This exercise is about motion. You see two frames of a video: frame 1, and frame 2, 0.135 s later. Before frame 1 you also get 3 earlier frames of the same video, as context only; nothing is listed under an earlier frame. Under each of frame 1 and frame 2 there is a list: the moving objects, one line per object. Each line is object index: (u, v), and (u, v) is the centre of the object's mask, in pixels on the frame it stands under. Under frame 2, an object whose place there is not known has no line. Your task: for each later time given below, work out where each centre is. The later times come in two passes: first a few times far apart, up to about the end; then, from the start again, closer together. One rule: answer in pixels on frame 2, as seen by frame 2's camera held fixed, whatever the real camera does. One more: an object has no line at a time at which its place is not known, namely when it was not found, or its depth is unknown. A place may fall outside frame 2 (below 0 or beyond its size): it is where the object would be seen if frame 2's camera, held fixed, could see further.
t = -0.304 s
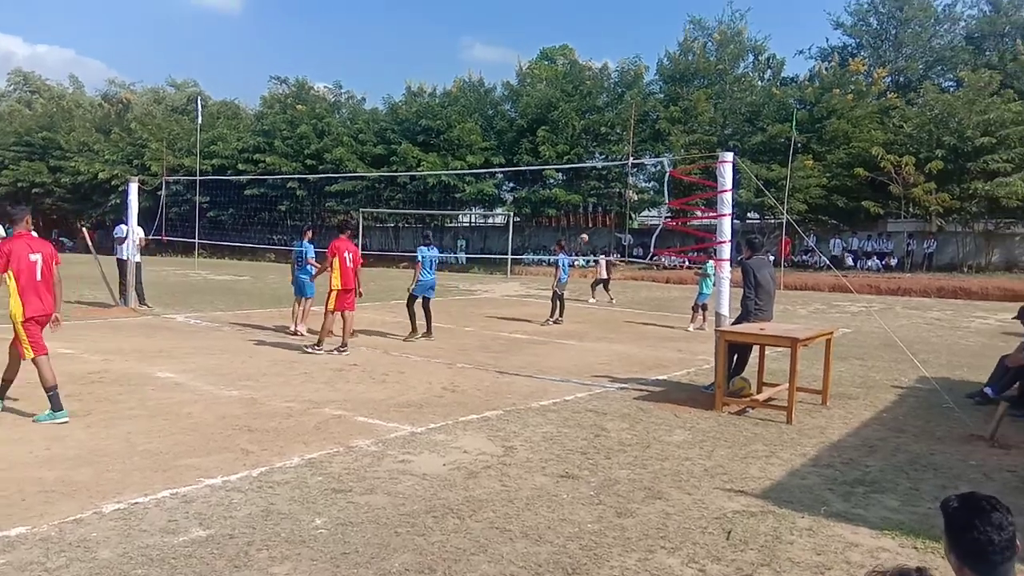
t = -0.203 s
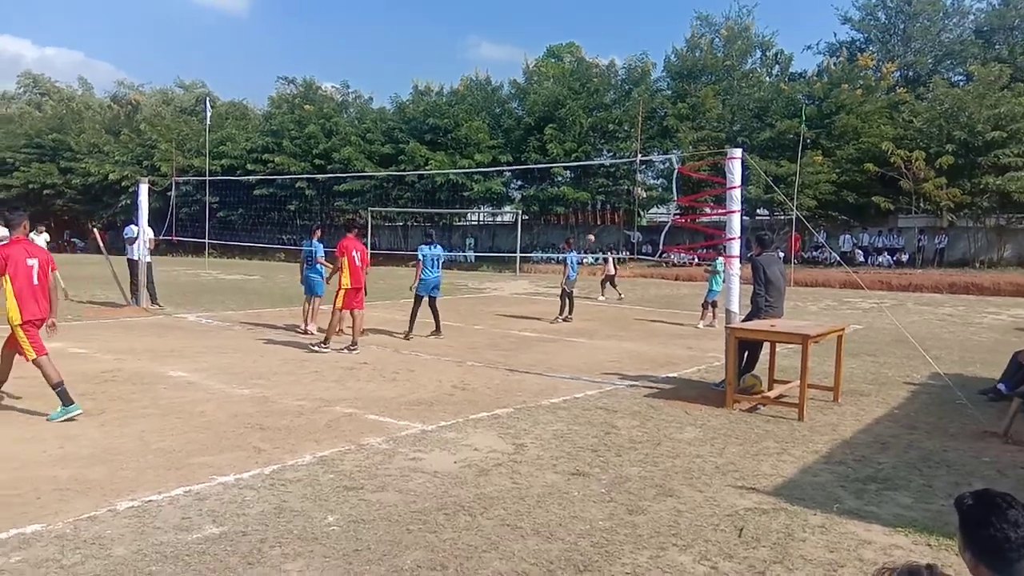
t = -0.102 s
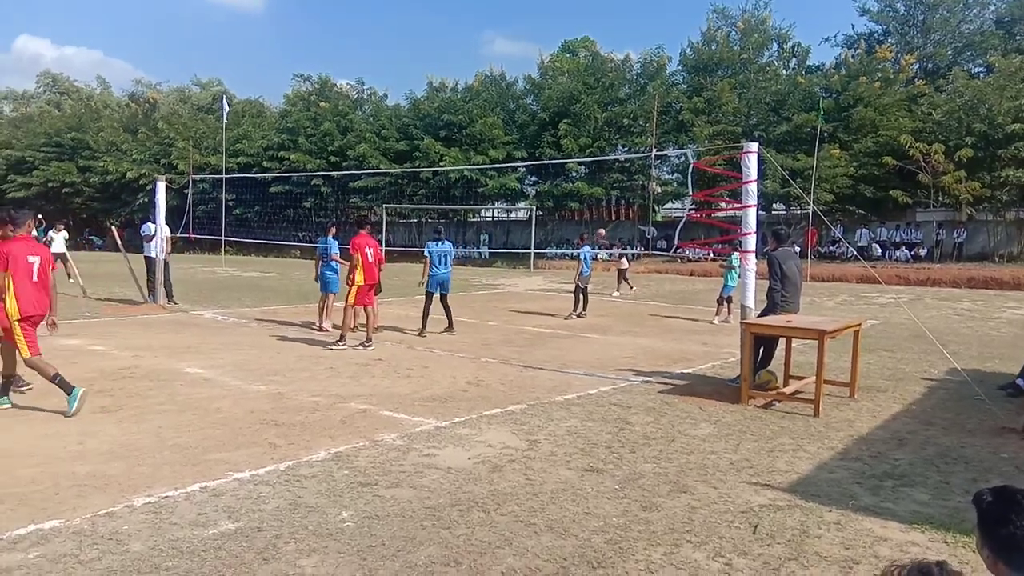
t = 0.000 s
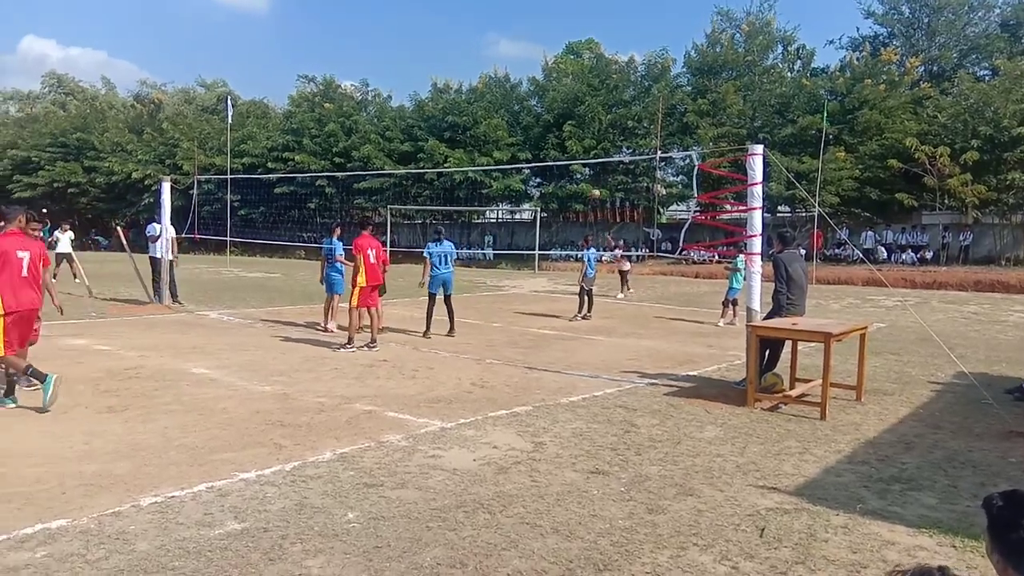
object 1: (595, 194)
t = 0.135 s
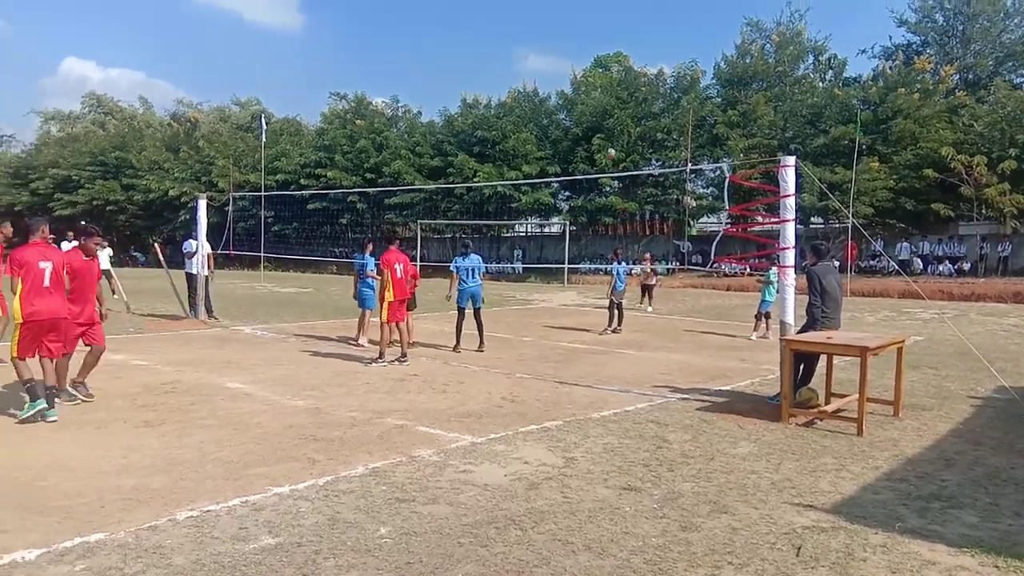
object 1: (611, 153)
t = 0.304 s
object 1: (594, 86)
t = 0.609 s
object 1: (553, -18)
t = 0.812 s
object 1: (522, -75)
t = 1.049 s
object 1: (476, -122)
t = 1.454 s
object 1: (371, -106)
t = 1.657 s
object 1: (301, -38)
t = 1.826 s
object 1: (223, 82)
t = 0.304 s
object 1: (594, 86)
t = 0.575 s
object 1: (559, -7)
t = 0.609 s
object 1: (553, -18)
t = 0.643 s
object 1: (548, -28)
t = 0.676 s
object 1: (543, -38)
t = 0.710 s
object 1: (538, -47)
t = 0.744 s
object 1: (532, -57)
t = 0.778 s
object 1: (526, -68)
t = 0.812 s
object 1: (522, -75)
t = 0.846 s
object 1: (518, -83)
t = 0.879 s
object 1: (512, -91)
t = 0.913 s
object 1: (505, -98)
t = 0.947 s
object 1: (498, -105)
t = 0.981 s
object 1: (492, -111)
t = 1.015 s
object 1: (484, -118)
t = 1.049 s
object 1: (476, -122)
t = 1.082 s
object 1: (471, -126)
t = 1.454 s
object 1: (371, -106)
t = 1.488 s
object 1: (362, -100)
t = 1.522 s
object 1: (351, -90)
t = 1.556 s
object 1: (341, -79)
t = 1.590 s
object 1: (328, -67)
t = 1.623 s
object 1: (313, -53)
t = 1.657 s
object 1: (301, -38)
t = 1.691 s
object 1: (288, -20)
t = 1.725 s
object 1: (272, 1)
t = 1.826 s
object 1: (223, 82)
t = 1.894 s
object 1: (188, 152)
